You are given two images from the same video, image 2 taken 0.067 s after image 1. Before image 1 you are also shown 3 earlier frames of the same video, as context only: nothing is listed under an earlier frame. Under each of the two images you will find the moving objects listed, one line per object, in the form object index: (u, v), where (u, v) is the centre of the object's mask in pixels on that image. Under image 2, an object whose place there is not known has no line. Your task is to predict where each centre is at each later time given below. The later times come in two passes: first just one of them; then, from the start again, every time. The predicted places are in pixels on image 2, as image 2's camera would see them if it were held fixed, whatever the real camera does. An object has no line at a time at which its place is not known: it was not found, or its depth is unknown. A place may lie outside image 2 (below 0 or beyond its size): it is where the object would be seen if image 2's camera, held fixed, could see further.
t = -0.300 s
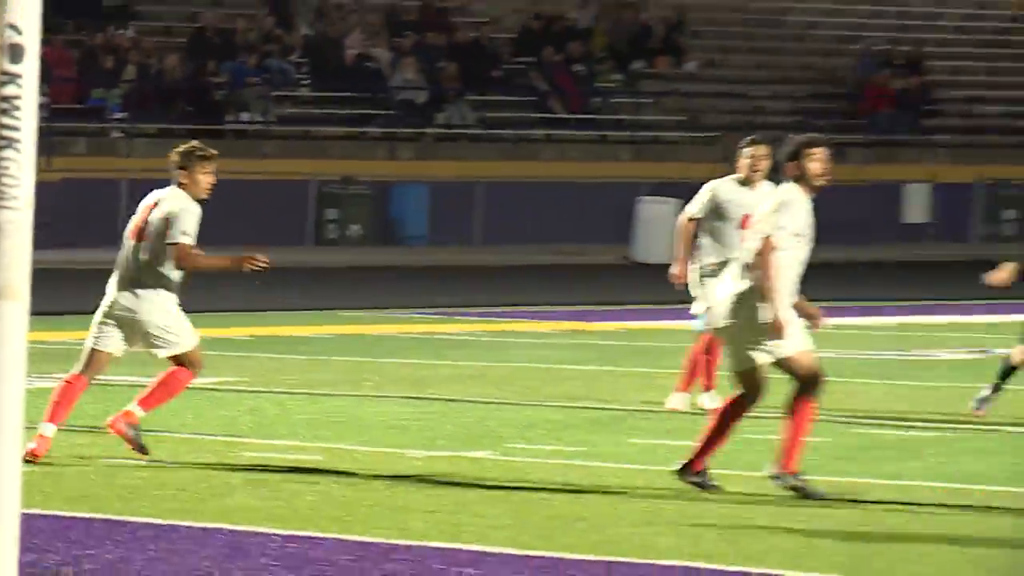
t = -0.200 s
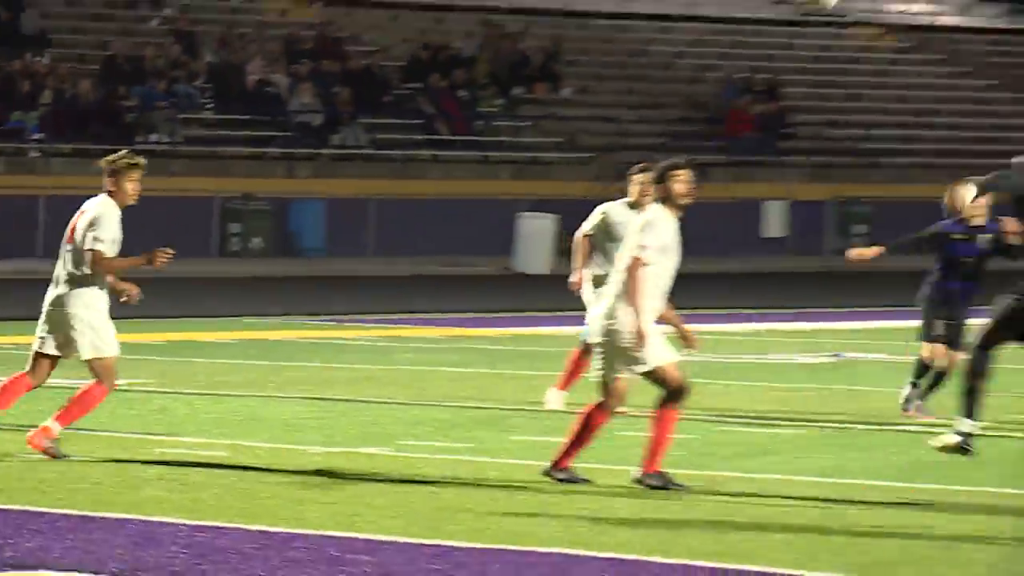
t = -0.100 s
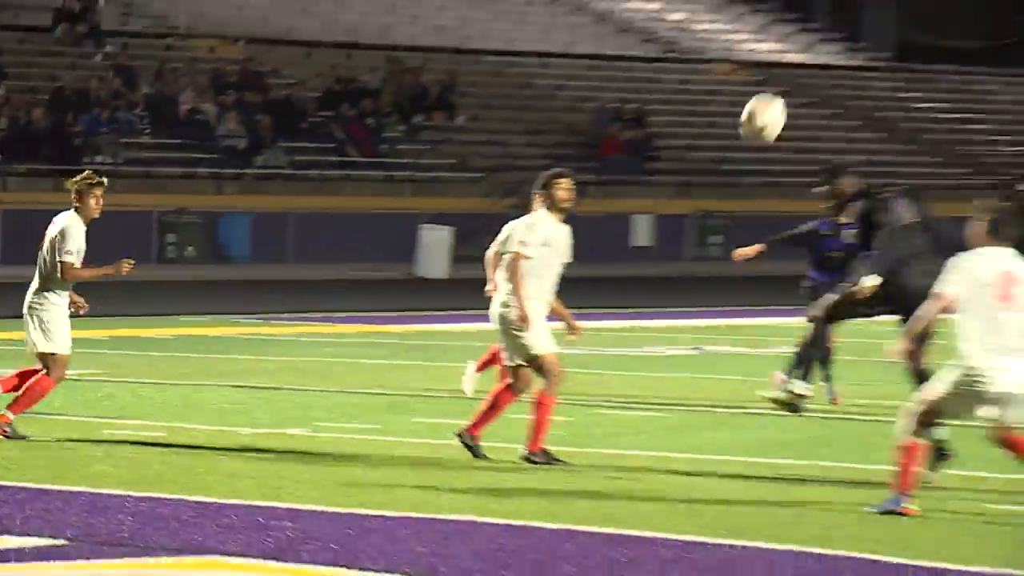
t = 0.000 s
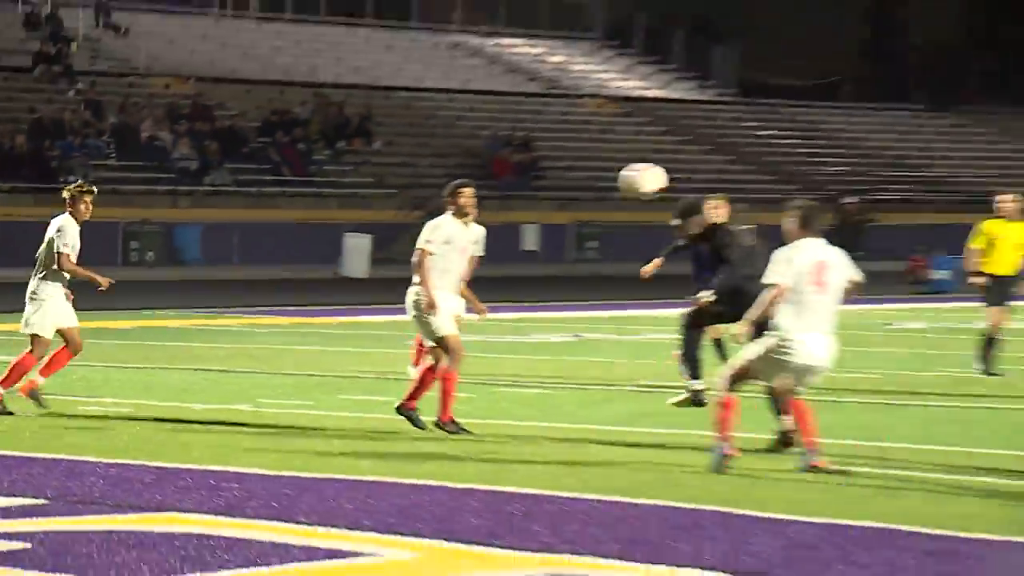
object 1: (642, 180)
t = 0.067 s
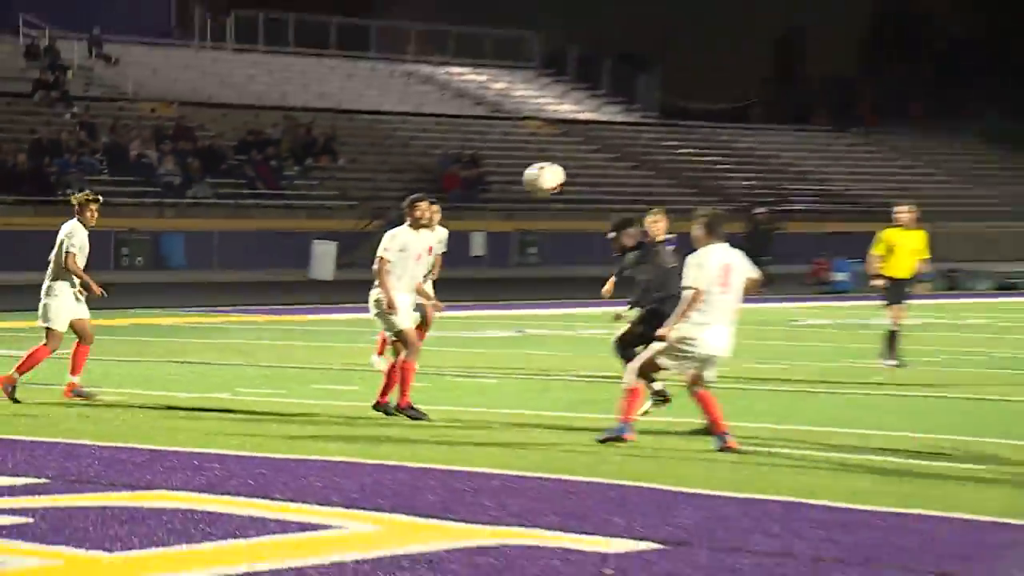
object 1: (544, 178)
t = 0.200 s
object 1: (470, 162)
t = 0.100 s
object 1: (524, 173)
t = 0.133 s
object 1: (501, 164)
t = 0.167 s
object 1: (486, 163)
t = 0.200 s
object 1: (470, 162)
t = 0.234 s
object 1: (456, 164)
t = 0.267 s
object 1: (441, 166)
